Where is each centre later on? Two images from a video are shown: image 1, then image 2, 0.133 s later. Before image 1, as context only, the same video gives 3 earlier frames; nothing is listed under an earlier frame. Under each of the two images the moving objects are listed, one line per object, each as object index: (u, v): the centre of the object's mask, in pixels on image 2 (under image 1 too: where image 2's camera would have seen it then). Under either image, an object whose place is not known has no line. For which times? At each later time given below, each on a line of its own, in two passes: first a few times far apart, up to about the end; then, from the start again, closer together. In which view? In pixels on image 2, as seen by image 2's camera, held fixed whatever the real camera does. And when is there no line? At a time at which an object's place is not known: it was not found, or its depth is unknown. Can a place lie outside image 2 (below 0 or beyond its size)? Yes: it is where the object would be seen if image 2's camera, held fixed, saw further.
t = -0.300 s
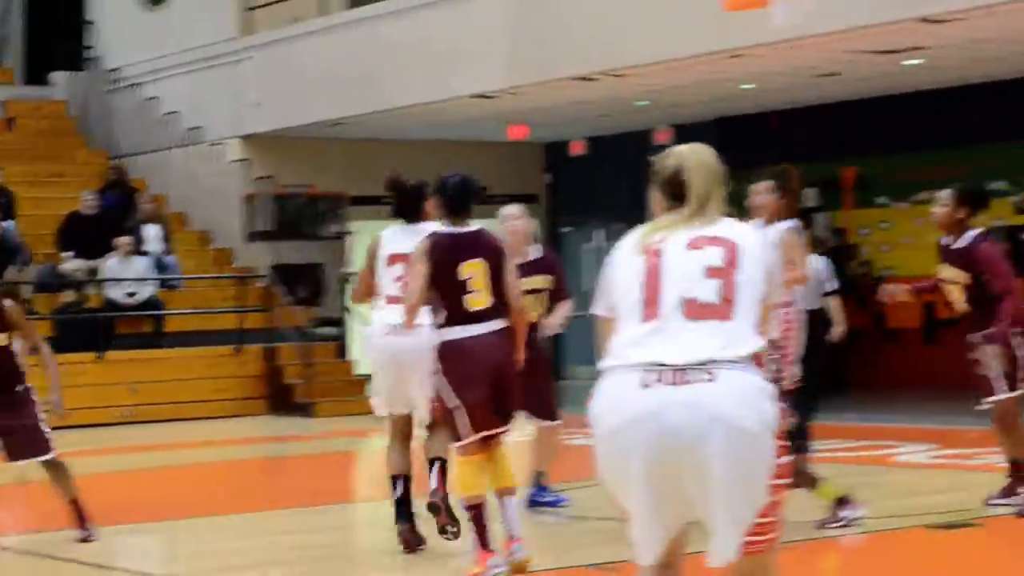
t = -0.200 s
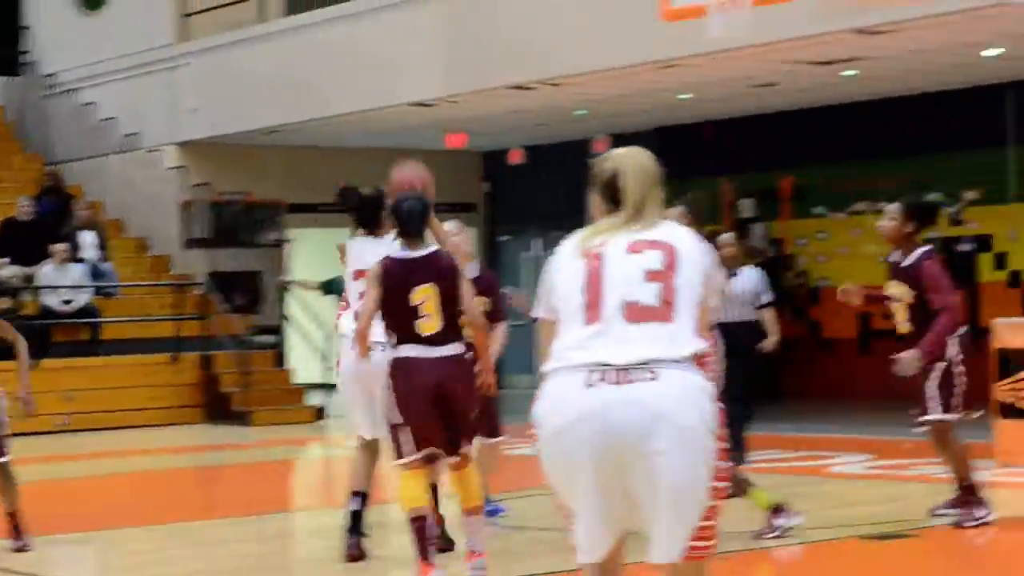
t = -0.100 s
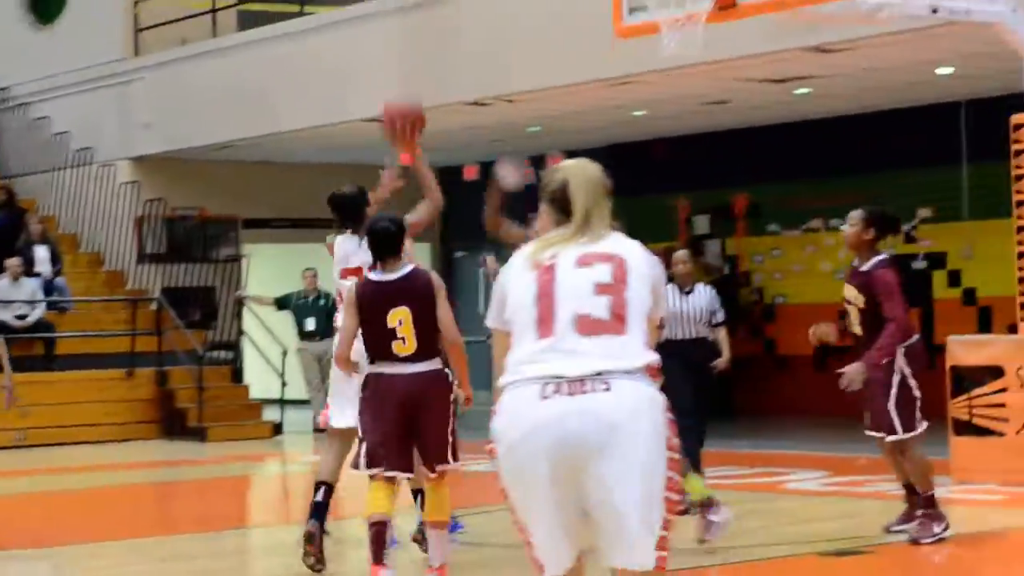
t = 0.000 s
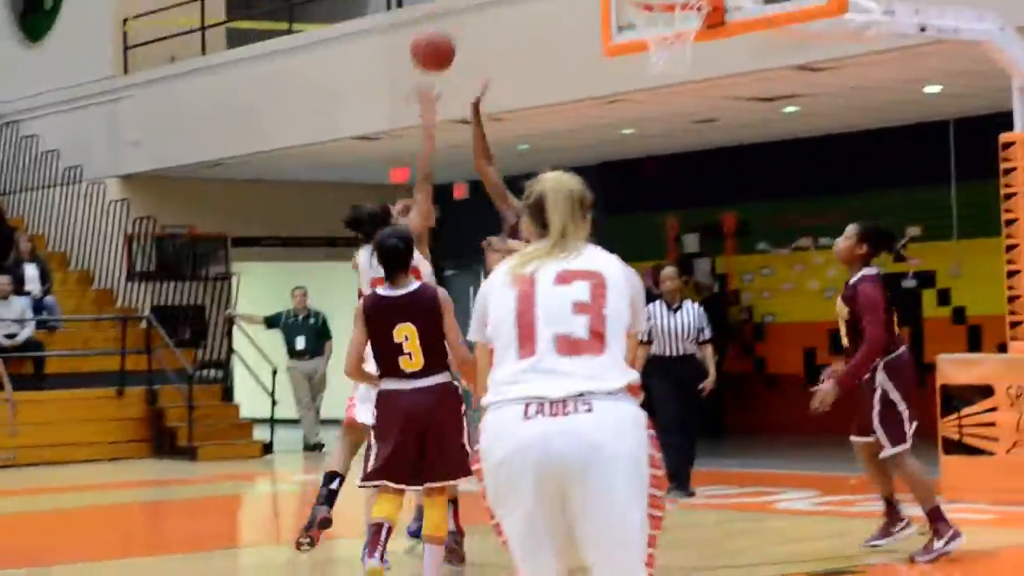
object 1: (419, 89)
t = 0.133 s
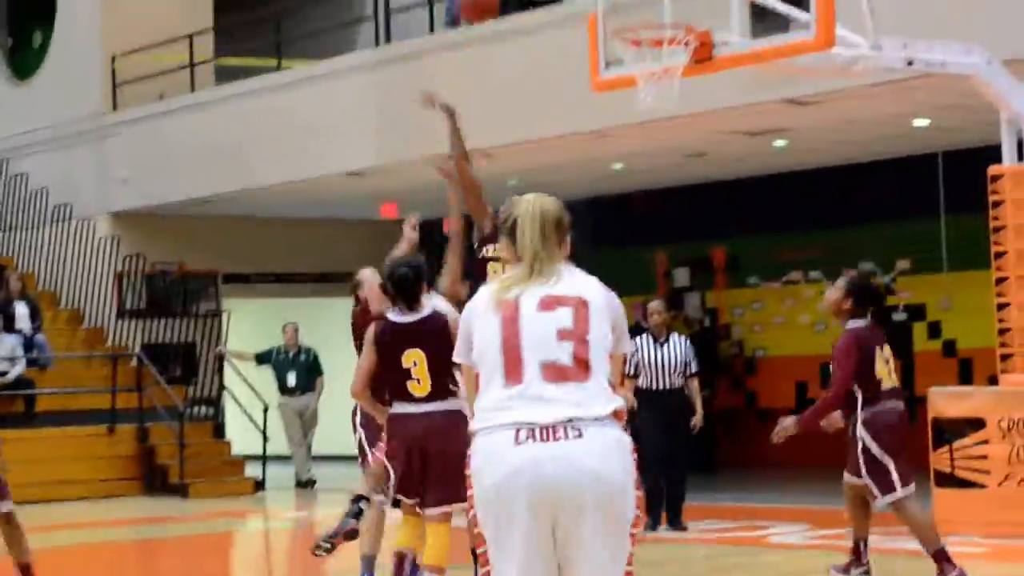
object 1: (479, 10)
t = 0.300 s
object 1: (543, -53)
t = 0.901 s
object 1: (648, 8)
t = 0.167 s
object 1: (491, -1)
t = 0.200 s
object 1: (504, -14)
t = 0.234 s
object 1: (518, -30)
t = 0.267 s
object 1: (531, -42)
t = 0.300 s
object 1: (543, -53)
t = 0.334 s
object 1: (556, -61)
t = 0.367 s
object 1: (569, -61)
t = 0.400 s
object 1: (582, -61)
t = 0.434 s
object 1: (595, -60)
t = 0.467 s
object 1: (608, -57)
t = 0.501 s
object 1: (620, -51)
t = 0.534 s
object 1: (631, -43)
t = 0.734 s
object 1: (651, 19)
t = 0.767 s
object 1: (642, 16)
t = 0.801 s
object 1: (633, 25)
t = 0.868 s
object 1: (640, 14)
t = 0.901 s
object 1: (648, 8)
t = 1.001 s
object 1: (673, -7)
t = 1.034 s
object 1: (681, -8)
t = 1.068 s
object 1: (689, -7)
